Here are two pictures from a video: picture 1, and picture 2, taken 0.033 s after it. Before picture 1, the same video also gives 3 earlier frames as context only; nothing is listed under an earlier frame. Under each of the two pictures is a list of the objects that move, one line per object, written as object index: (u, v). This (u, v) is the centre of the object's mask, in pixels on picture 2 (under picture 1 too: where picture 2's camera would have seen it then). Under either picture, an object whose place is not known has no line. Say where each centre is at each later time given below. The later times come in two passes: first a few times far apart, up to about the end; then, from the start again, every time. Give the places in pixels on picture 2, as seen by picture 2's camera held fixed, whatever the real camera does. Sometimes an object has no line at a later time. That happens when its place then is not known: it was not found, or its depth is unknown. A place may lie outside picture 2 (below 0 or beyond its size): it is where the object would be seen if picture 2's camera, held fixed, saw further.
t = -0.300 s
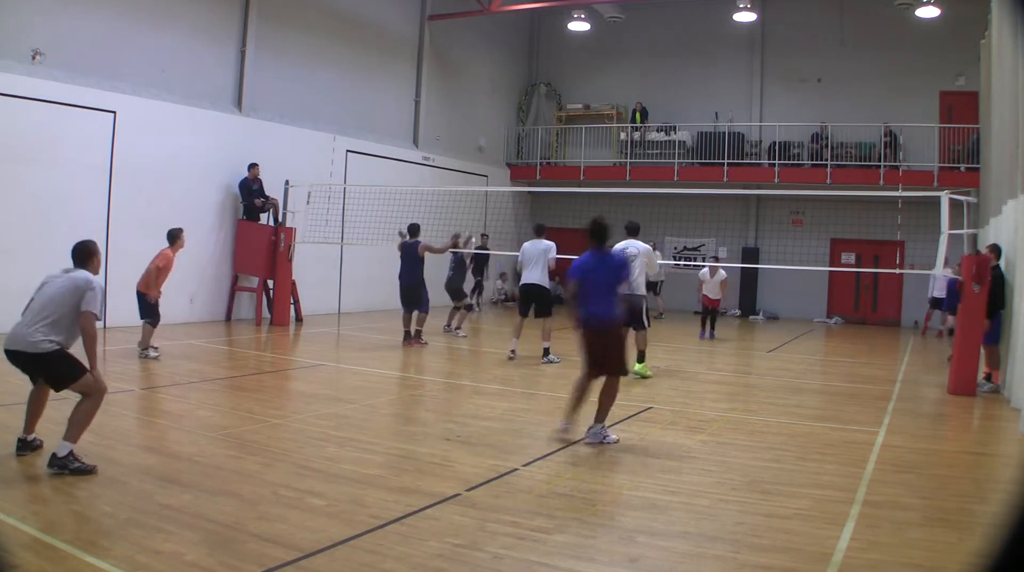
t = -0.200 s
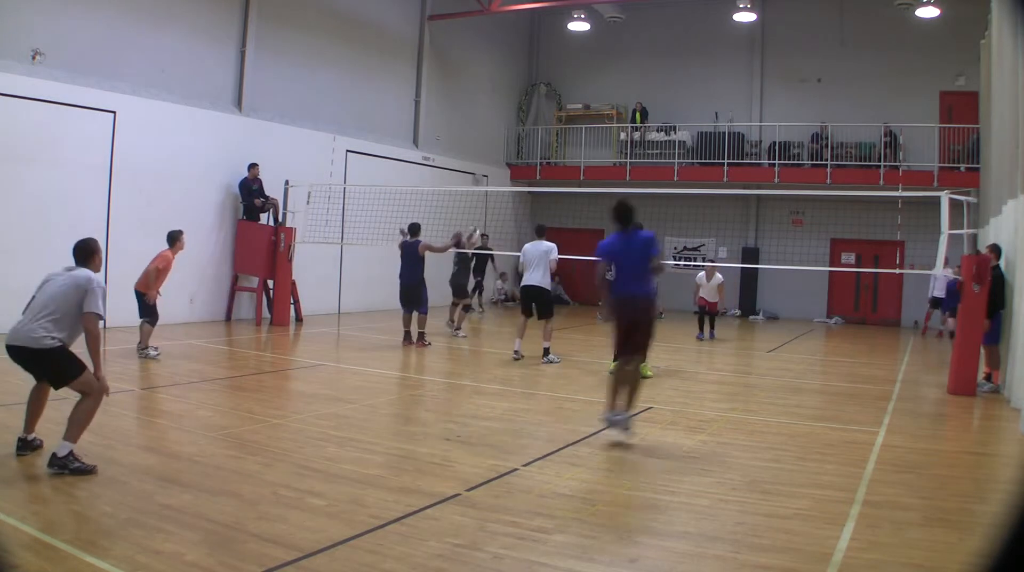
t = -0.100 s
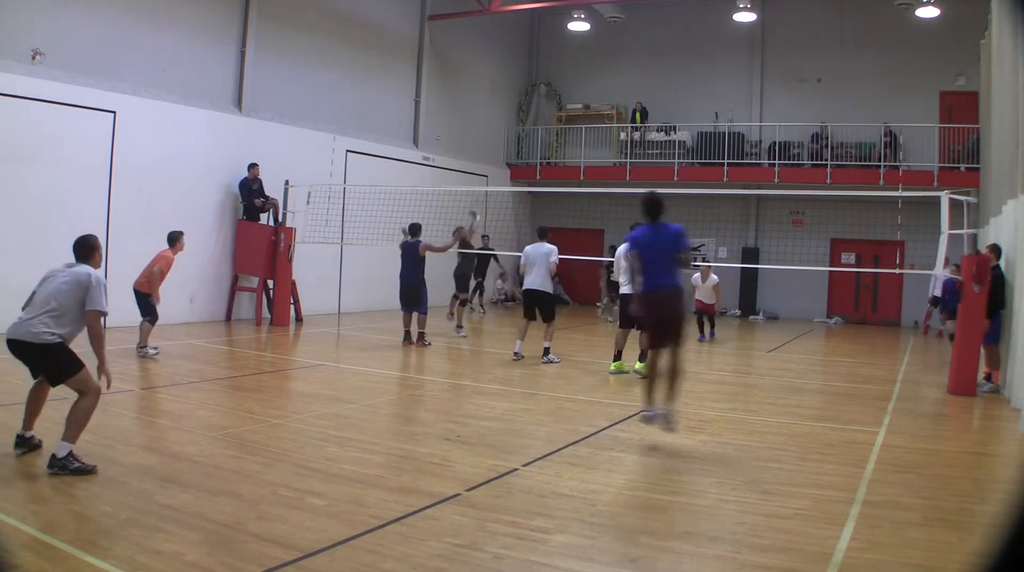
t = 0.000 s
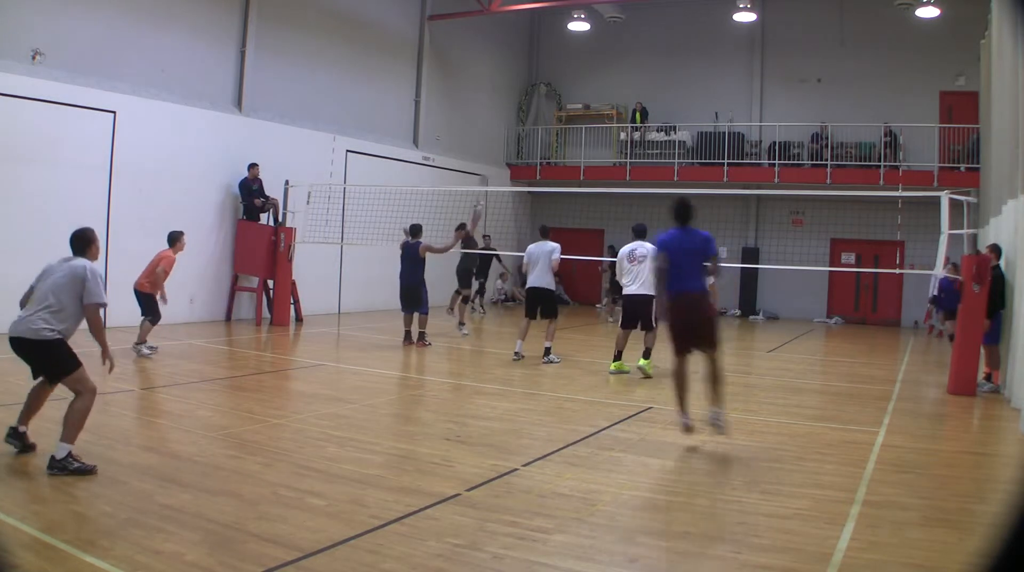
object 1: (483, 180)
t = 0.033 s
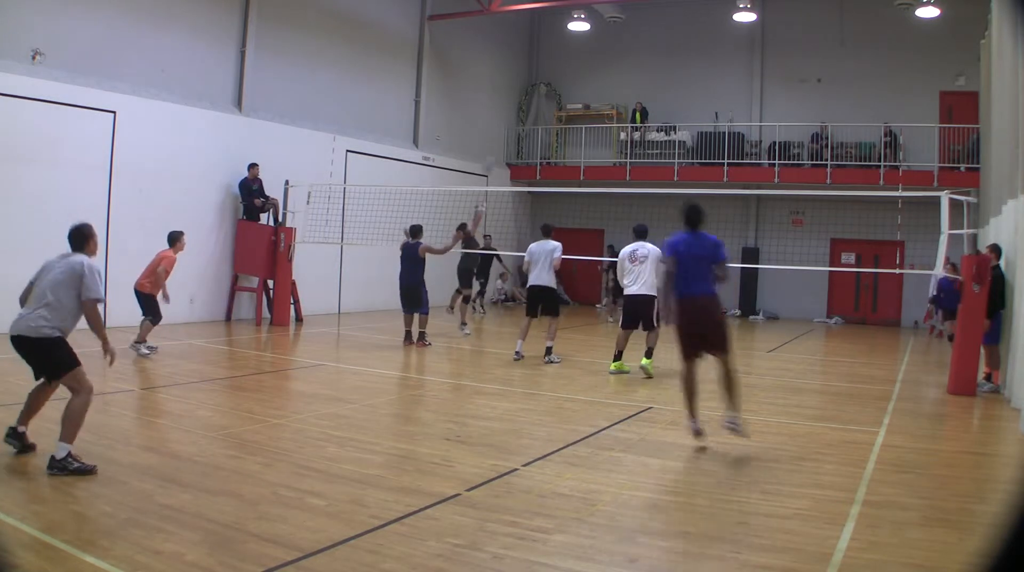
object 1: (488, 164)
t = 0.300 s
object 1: (516, 90)
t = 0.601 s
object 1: (538, 61)
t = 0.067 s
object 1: (491, 153)
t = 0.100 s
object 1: (494, 144)
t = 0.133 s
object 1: (499, 133)
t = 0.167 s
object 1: (503, 124)
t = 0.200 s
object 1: (505, 115)
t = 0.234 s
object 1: (509, 106)
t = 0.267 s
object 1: (511, 97)
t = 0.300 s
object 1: (516, 90)
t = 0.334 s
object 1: (518, 85)
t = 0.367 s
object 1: (521, 80)
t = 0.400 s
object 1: (523, 75)
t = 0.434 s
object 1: (526, 71)
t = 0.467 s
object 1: (528, 69)
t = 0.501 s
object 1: (531, 67)
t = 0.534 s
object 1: (533, 64)
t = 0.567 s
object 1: (536, 62)
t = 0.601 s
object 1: (538, 61)
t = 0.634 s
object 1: (541, 61)
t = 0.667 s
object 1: (544, 61)
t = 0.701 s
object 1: (546, 62)
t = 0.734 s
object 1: (548, 63)
